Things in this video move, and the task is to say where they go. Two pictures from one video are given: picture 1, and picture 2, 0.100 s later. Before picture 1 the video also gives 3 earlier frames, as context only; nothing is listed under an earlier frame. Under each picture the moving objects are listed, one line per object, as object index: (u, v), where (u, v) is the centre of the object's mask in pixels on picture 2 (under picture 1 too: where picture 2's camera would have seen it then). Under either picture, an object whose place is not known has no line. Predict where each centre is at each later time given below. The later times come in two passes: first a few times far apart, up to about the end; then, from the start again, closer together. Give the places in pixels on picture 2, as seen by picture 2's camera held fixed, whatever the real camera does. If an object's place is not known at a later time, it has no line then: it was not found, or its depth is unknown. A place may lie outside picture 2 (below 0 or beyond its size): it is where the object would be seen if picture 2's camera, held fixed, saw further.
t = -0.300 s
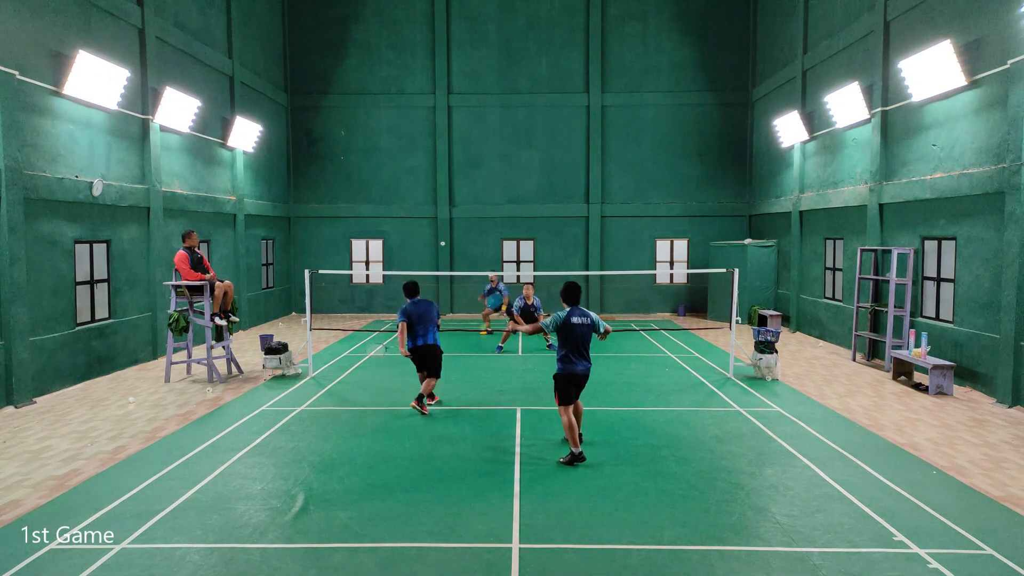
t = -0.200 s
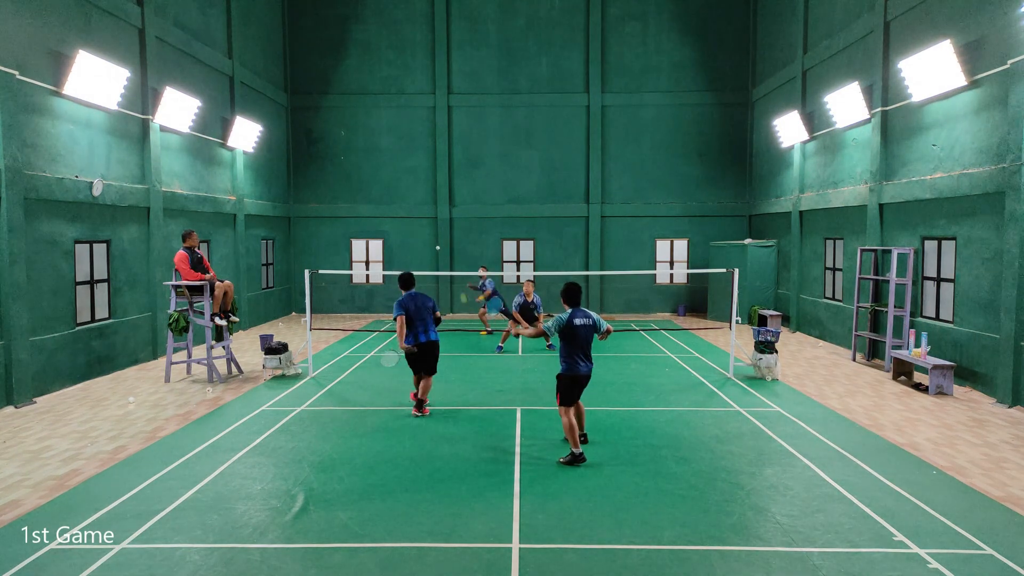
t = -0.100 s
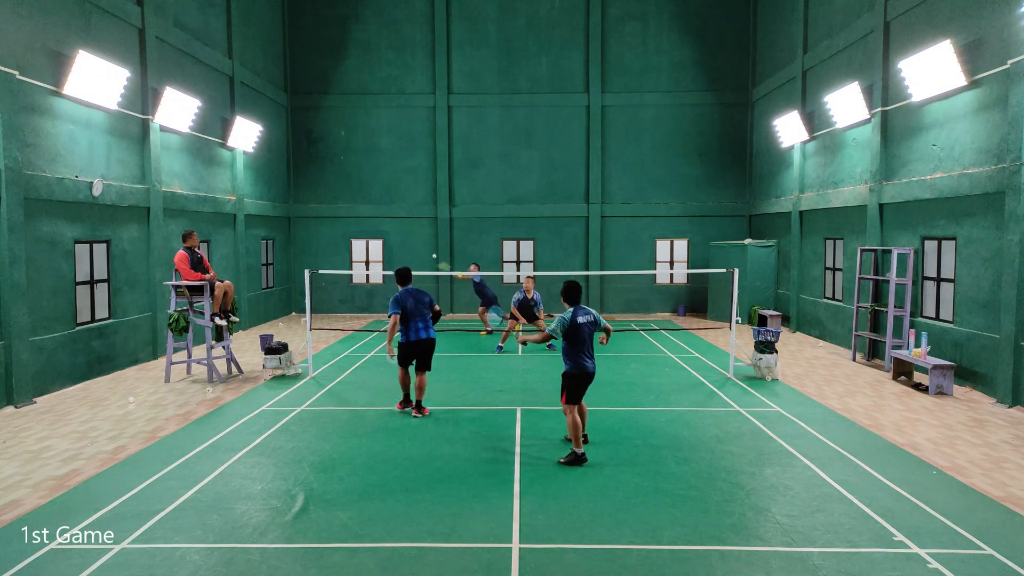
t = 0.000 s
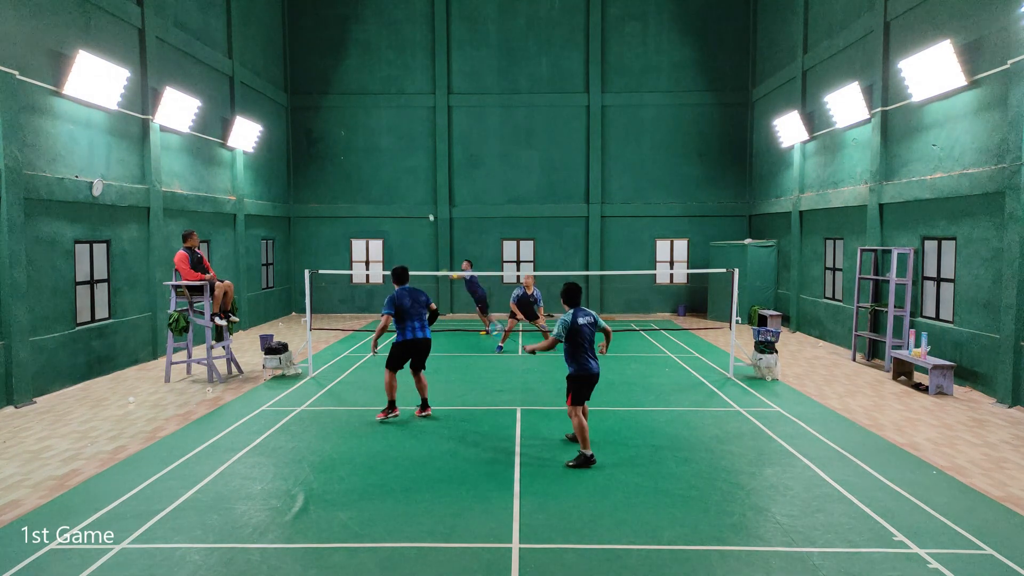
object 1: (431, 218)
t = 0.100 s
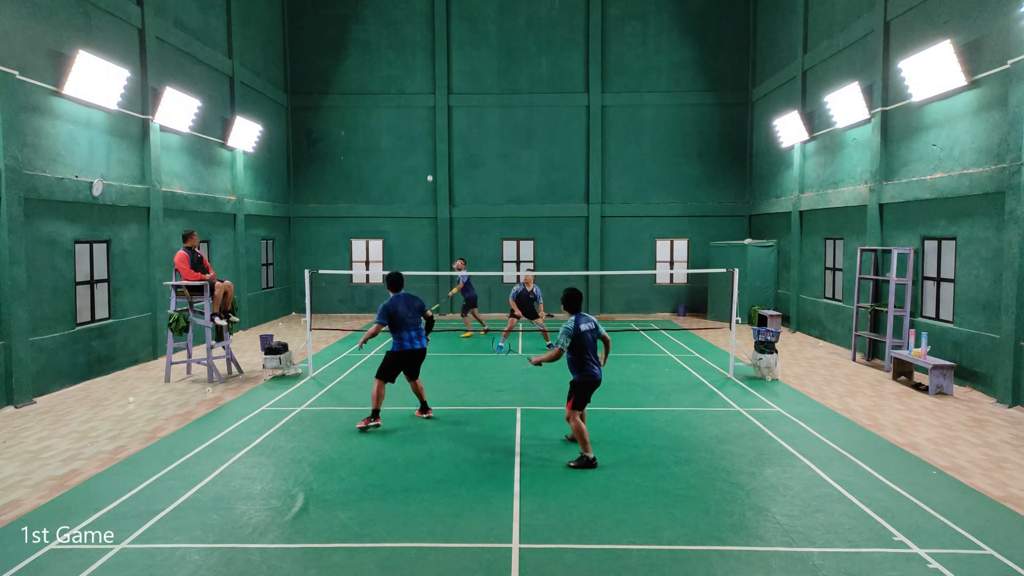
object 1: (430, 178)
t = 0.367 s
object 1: (429, 111)
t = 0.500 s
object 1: (431, 98)
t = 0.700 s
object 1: (434, 109)
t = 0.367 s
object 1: (429, 111)
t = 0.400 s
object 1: (430, 106)
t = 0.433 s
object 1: (430, 103)
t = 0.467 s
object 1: (431, 100)
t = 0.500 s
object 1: (431, 98)
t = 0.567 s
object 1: (432, 97)
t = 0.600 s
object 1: (433, 99)
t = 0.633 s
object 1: (433, 101)
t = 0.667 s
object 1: (434, 104)
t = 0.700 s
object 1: (434, 109)
